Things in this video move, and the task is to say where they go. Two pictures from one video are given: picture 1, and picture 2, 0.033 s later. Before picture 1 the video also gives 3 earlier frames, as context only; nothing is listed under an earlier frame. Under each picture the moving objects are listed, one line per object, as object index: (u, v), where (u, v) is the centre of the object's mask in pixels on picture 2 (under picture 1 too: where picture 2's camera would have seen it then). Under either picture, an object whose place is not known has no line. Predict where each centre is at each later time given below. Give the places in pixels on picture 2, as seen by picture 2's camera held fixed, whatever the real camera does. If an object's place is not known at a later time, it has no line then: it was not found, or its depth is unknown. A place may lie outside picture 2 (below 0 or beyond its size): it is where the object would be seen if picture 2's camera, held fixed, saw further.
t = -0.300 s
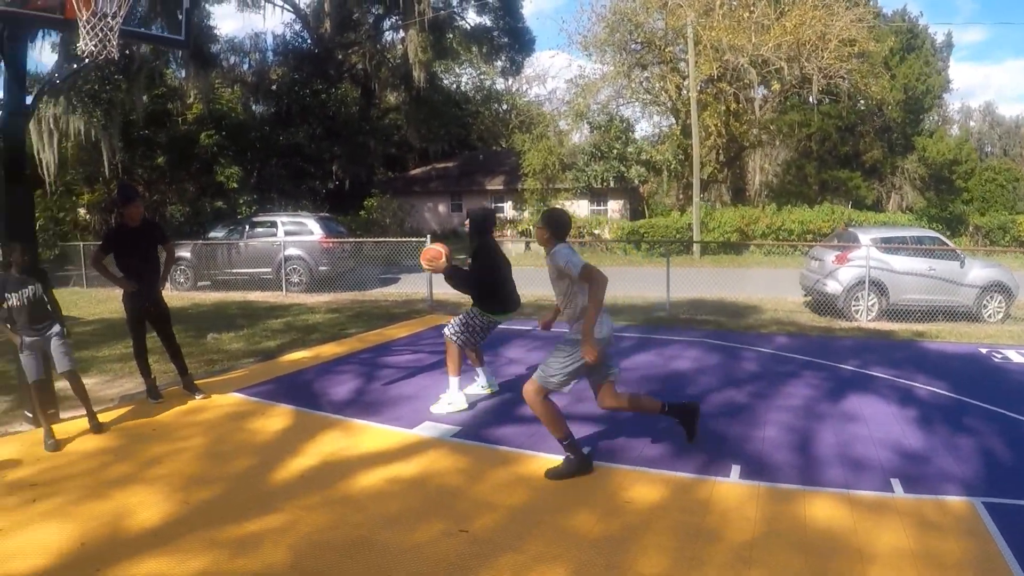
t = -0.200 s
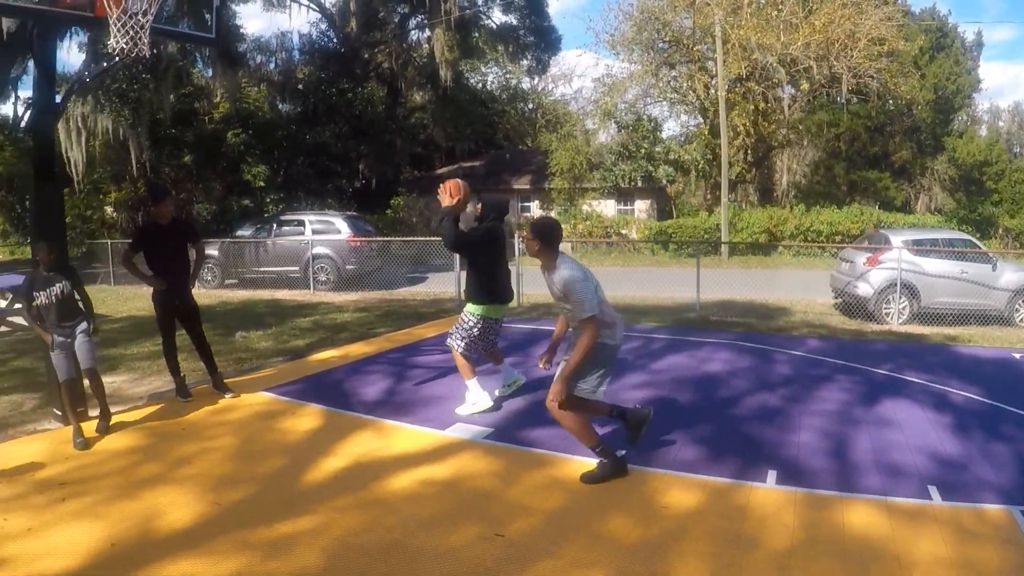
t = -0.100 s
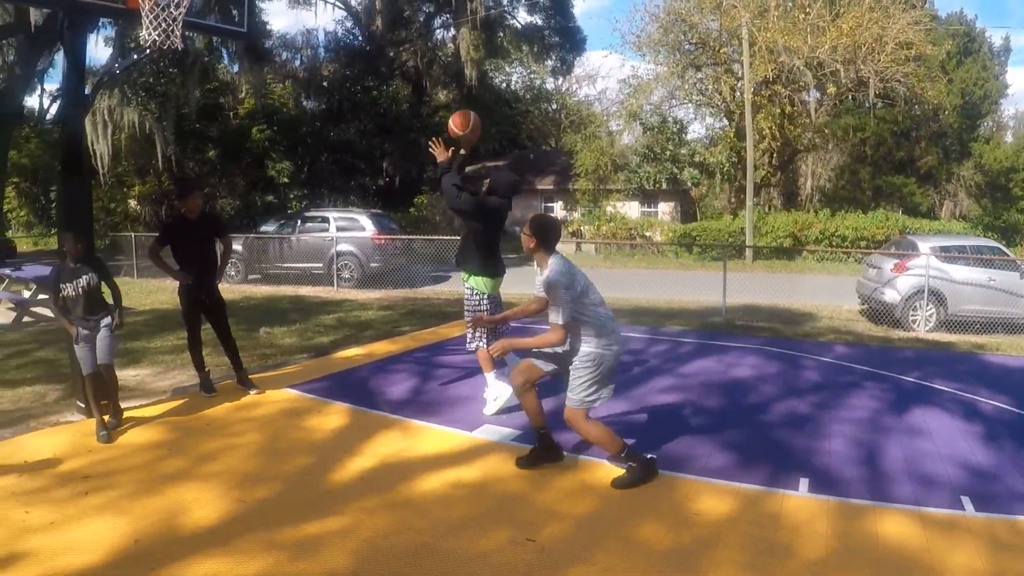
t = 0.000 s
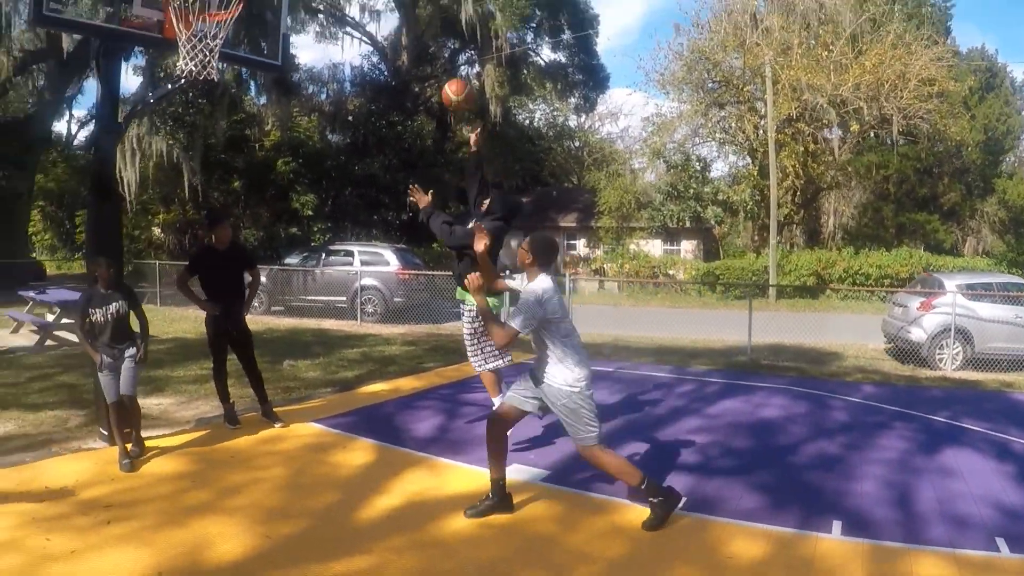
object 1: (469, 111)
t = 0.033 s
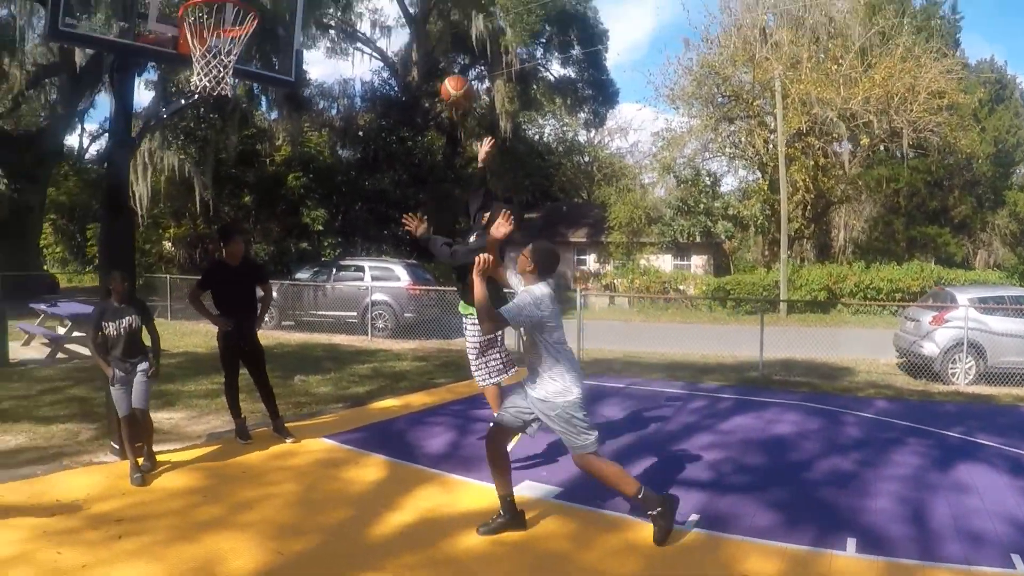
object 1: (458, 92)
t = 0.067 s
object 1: (446, 74)
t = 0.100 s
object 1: (433, 57)
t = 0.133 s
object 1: (420, 41)
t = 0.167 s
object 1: (407, 26)
